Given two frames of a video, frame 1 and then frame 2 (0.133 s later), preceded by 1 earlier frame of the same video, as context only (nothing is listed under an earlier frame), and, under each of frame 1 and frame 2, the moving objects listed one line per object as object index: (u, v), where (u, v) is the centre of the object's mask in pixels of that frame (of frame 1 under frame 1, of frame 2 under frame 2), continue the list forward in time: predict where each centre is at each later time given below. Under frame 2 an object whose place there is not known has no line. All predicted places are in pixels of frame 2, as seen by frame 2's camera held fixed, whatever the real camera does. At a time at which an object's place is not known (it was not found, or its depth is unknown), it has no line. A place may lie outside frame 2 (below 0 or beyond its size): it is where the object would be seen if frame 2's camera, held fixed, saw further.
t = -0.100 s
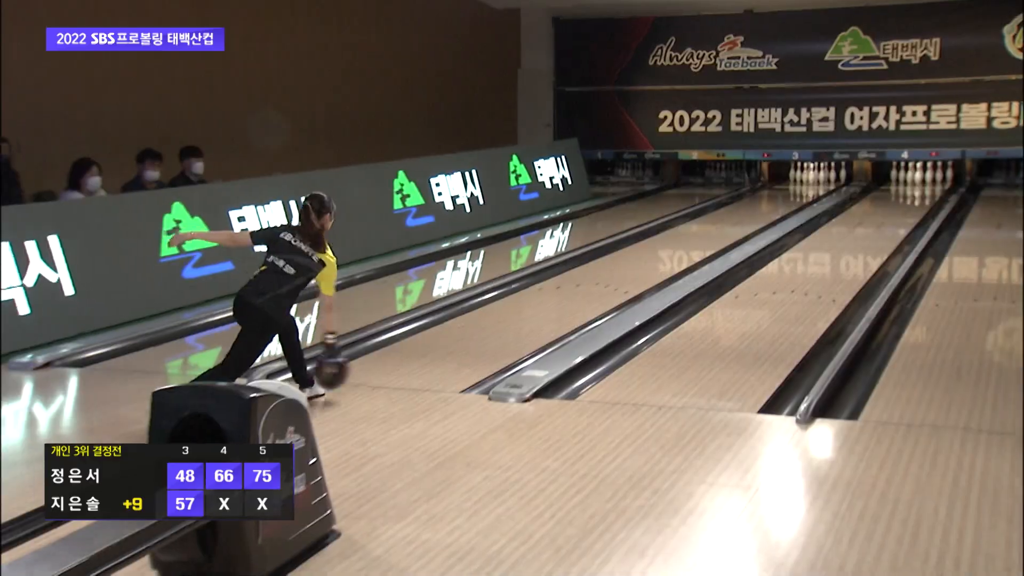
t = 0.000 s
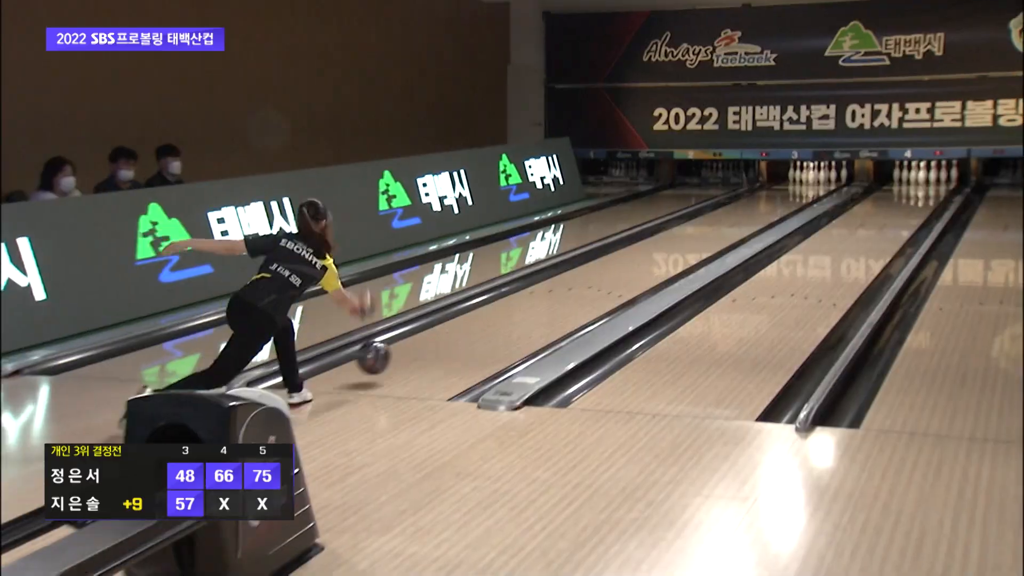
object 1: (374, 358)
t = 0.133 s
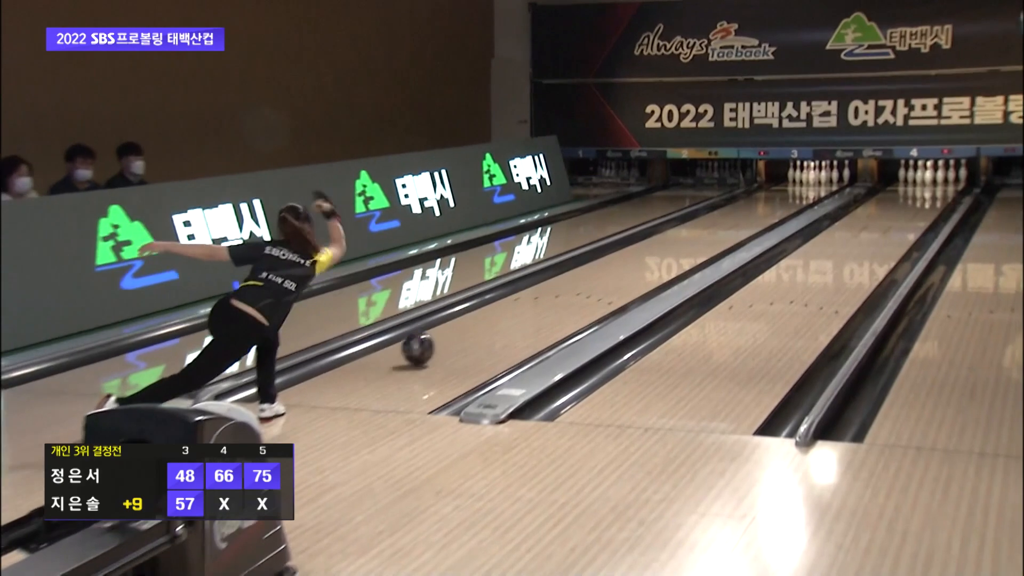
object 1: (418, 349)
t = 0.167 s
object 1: (433, 344)
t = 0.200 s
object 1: (447, 338)
